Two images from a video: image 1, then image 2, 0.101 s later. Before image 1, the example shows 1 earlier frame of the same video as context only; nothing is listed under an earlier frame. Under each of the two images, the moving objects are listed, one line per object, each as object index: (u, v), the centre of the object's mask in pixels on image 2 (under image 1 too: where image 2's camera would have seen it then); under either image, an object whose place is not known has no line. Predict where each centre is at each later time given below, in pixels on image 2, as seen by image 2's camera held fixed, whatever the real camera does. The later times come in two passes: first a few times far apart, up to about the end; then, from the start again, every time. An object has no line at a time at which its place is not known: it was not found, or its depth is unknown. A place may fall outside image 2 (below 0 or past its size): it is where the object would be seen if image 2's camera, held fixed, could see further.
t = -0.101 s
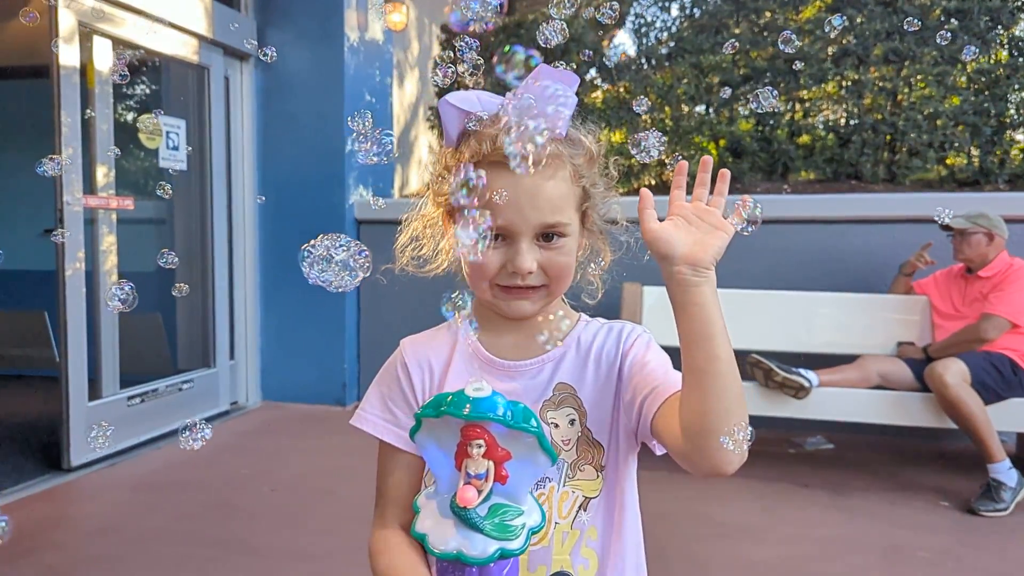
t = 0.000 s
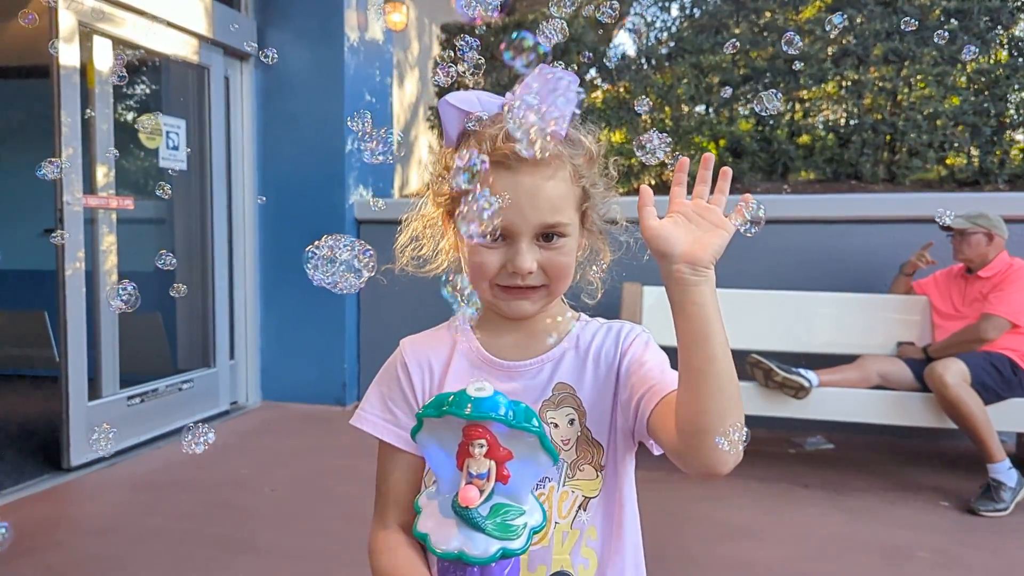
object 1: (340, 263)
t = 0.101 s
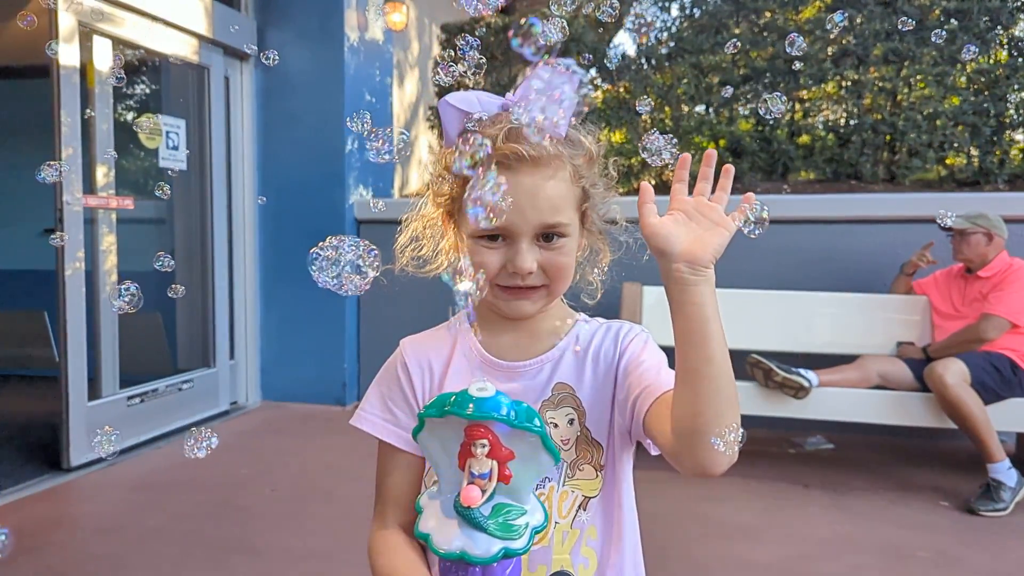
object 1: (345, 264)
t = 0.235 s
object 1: (351, 266)
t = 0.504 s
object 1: (365, 269)
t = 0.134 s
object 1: (346, 265)
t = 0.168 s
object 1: (348, 265)
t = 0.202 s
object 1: (350, 265)
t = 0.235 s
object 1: (351, 266)
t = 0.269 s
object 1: (353, 266)
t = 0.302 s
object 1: (355, 267)
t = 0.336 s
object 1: (356, 267)
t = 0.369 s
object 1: (358, 267)
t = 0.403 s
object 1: (360, 268)
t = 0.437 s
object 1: (361, 268)
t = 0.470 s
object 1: (363, 269)
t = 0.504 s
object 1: (365, 269)
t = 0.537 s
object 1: (366, 269)
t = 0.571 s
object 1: (368, 270)
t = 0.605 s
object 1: (370, 270)
